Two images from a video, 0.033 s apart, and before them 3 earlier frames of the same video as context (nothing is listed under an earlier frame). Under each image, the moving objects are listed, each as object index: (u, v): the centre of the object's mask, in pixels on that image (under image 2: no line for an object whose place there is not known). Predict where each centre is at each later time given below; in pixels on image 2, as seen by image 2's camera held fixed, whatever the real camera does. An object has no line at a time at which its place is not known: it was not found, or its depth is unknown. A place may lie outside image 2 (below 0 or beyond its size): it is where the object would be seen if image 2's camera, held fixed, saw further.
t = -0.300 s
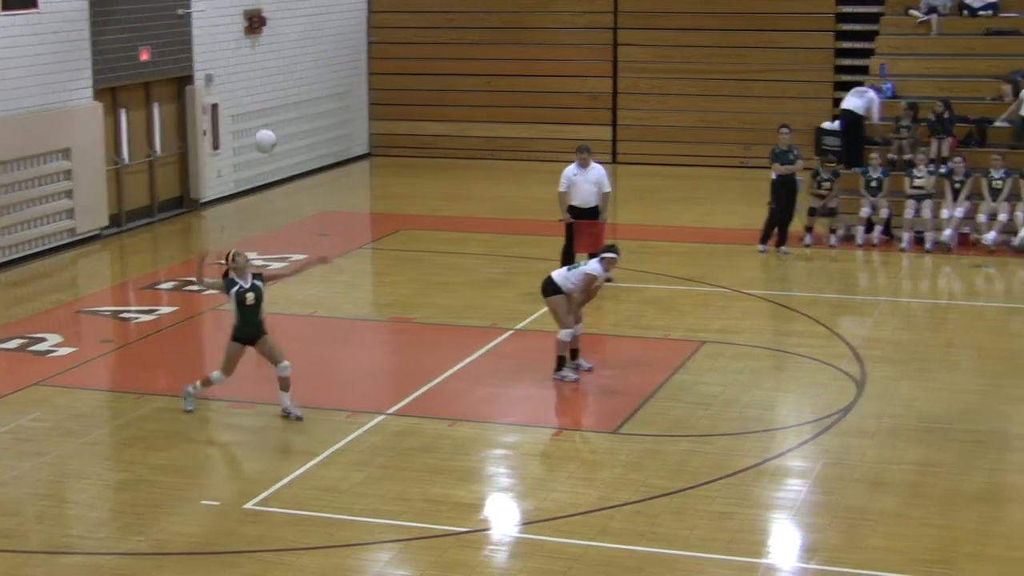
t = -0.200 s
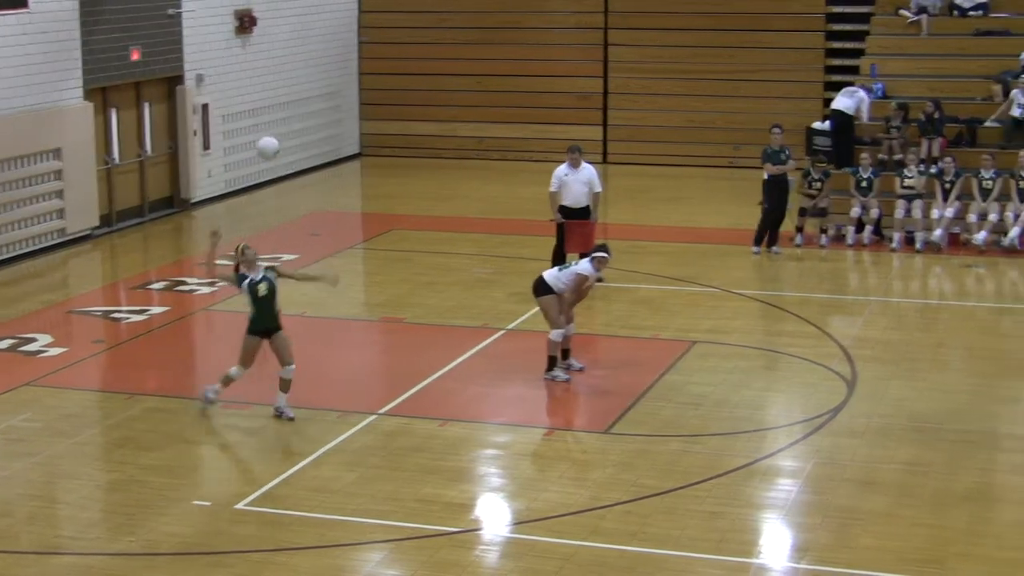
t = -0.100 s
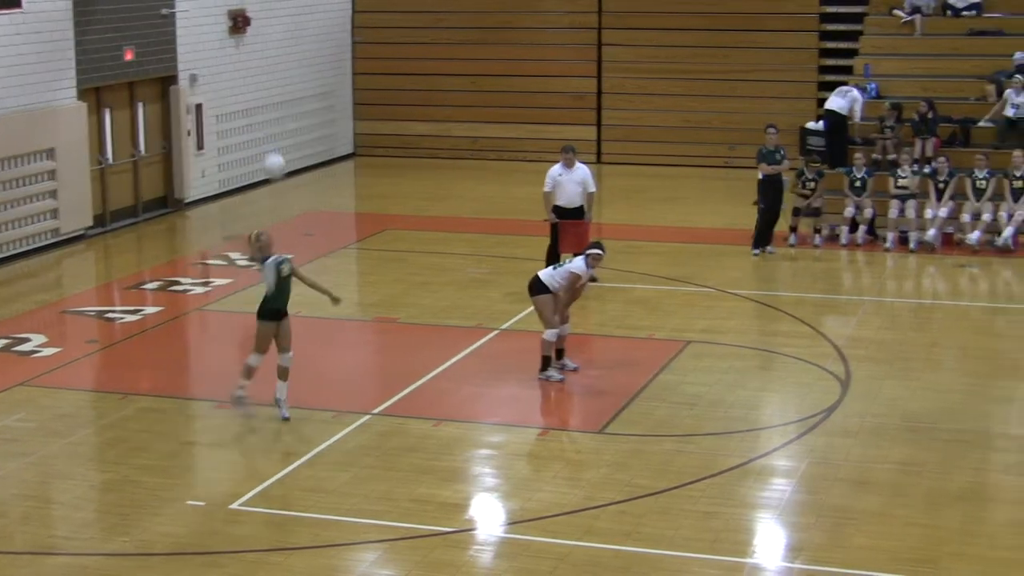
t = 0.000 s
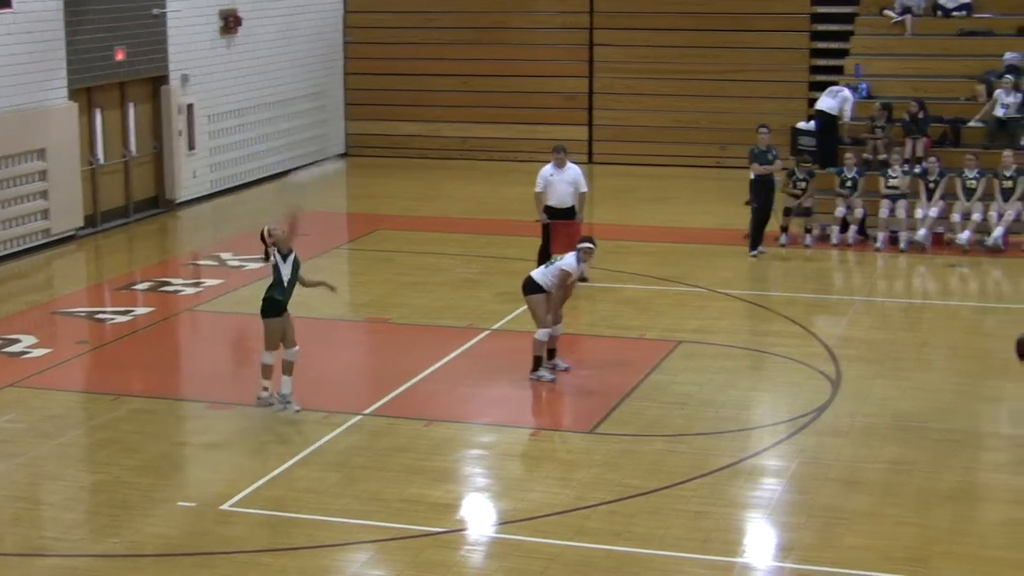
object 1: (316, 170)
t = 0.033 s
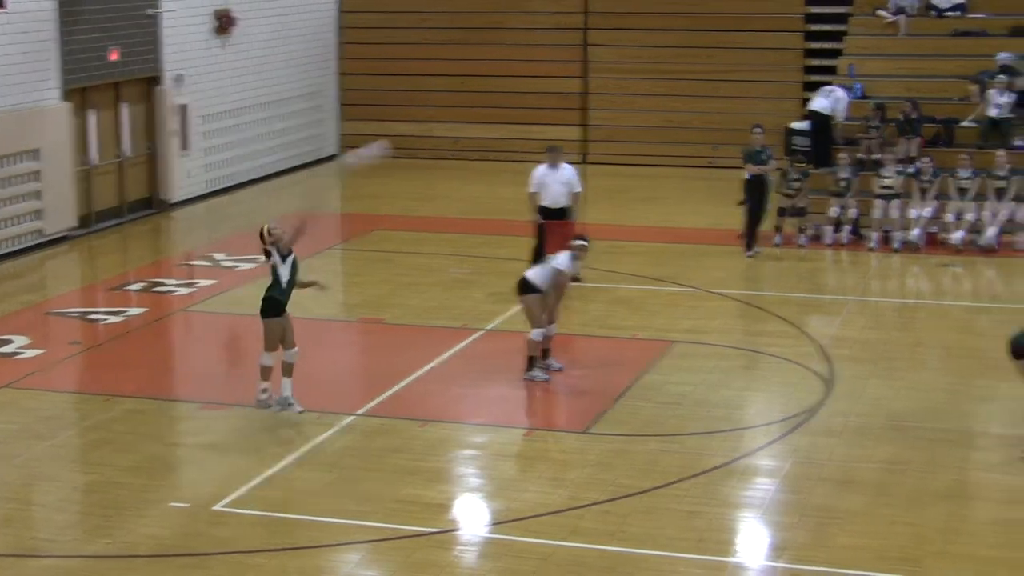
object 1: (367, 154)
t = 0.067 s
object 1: (415, 140)
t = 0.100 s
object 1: (467, 123)
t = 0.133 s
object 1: (519, 110)
